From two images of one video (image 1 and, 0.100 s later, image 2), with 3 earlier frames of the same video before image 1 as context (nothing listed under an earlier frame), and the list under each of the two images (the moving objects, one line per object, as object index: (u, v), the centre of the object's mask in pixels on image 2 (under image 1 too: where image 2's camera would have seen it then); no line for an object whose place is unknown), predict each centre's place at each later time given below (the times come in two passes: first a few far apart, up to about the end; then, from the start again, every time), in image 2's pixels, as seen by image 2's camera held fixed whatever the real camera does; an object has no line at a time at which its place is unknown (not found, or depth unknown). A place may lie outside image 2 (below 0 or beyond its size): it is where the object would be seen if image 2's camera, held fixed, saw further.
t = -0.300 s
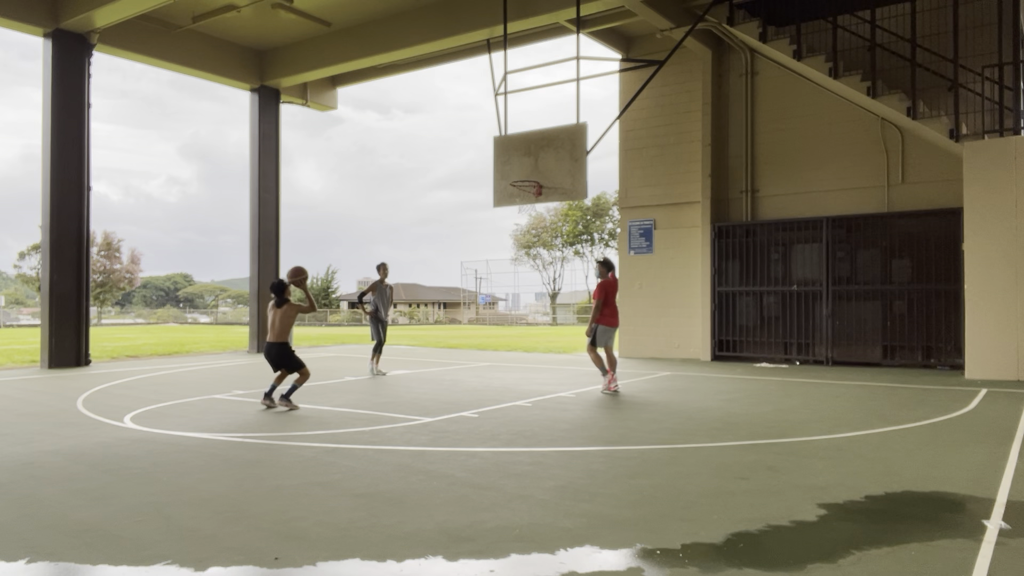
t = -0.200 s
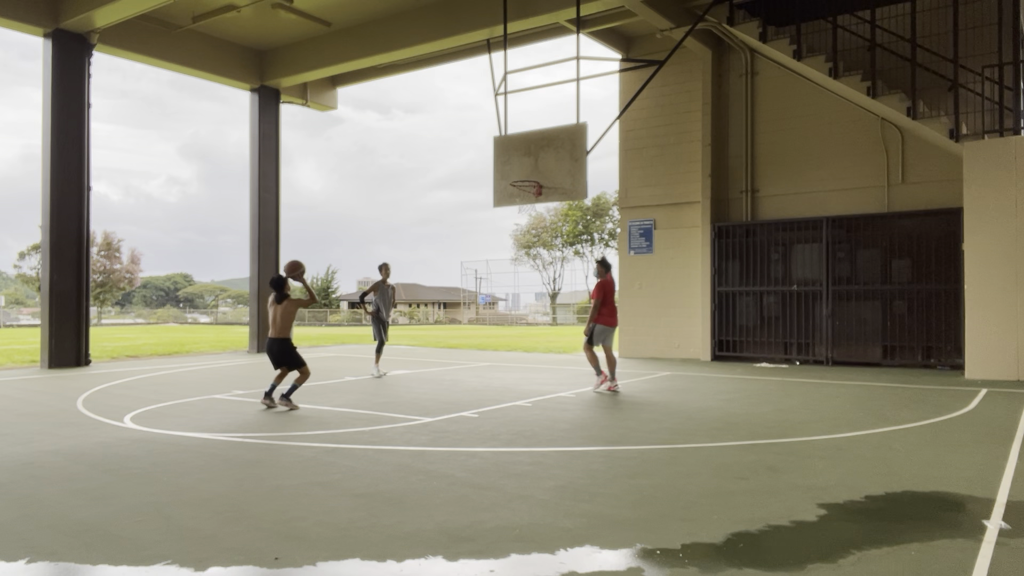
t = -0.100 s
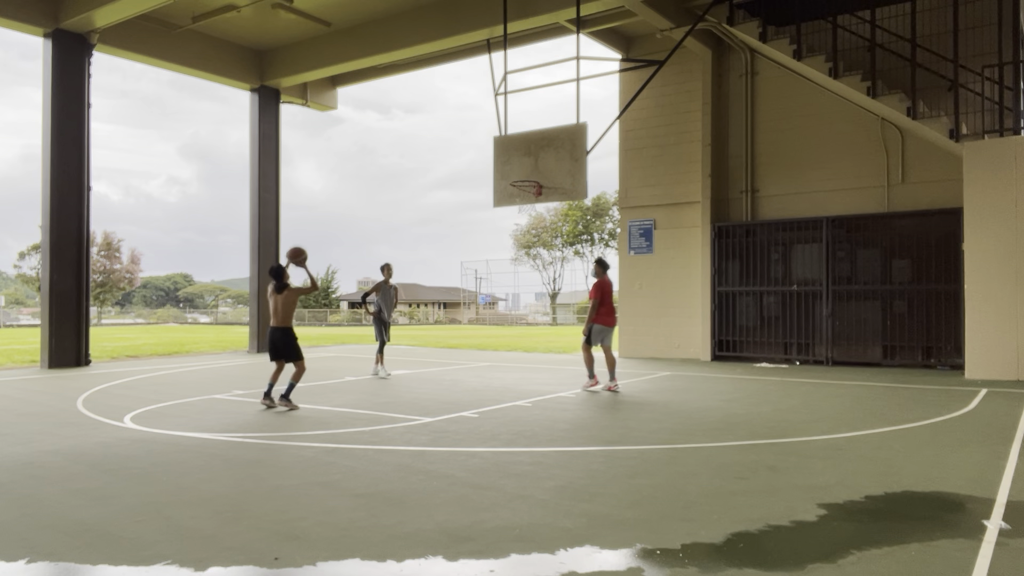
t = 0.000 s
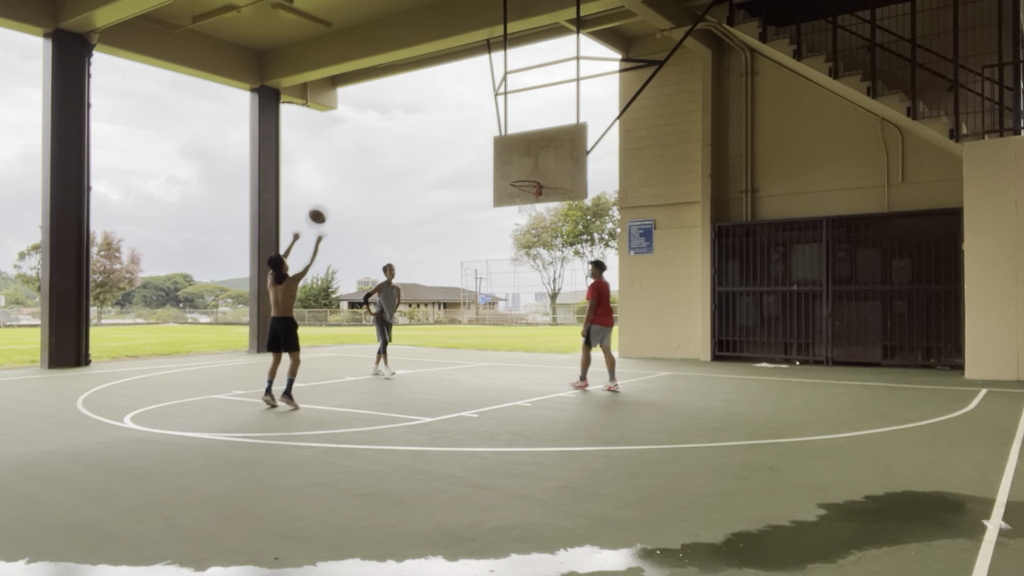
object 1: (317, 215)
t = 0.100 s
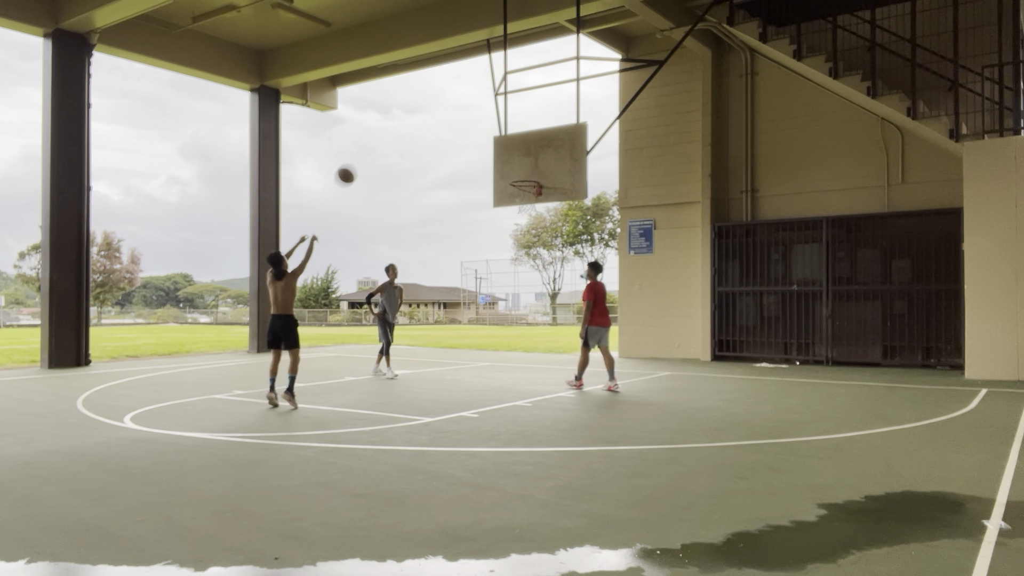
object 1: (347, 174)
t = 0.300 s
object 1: (397, 126)
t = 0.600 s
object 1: (460, 115)
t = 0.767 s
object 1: (489, 135)
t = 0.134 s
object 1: (355, 163)
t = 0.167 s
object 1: (364, 153)
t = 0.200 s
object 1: (373, 145)
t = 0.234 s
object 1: (381, 137)
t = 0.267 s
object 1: (389, 131)
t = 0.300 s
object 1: (397, 126)
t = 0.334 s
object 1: (405, 121)
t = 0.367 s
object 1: (412, 117)
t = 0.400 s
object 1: (420, 115)
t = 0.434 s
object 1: (427, 113)
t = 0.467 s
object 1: (434, 112)
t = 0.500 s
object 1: (440, 111)
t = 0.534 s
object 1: (447, 112)
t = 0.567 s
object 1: (454, 113)
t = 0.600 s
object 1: (460, 115)
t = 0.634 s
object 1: (466, 117)
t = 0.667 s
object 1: (472, 121)
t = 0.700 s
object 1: (478, 125)
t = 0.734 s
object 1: (483, 130)
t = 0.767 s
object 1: (489, 135)
